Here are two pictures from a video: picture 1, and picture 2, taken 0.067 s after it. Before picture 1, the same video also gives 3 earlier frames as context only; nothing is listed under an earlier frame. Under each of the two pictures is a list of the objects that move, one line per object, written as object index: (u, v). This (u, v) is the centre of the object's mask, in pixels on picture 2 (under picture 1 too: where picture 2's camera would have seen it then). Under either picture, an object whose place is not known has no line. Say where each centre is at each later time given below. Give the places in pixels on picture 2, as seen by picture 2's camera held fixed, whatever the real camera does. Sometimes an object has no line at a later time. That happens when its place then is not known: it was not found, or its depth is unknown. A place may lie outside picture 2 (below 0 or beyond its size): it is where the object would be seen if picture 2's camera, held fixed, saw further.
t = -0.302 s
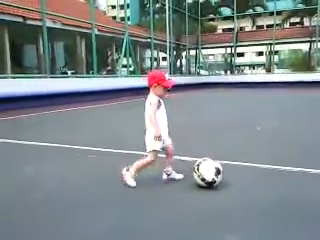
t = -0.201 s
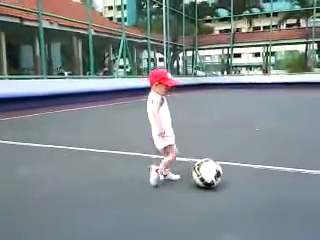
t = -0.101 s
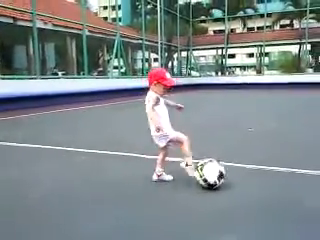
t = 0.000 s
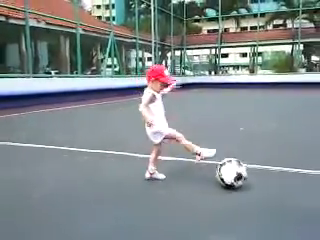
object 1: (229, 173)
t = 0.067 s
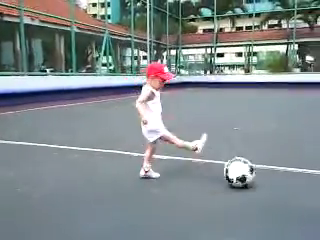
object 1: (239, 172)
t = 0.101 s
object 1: (243, 172)
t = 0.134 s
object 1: (247, 172)
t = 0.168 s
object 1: (251, 172)
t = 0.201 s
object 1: (256, 171)
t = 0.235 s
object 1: (260, 171)
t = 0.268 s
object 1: (265, 171)
